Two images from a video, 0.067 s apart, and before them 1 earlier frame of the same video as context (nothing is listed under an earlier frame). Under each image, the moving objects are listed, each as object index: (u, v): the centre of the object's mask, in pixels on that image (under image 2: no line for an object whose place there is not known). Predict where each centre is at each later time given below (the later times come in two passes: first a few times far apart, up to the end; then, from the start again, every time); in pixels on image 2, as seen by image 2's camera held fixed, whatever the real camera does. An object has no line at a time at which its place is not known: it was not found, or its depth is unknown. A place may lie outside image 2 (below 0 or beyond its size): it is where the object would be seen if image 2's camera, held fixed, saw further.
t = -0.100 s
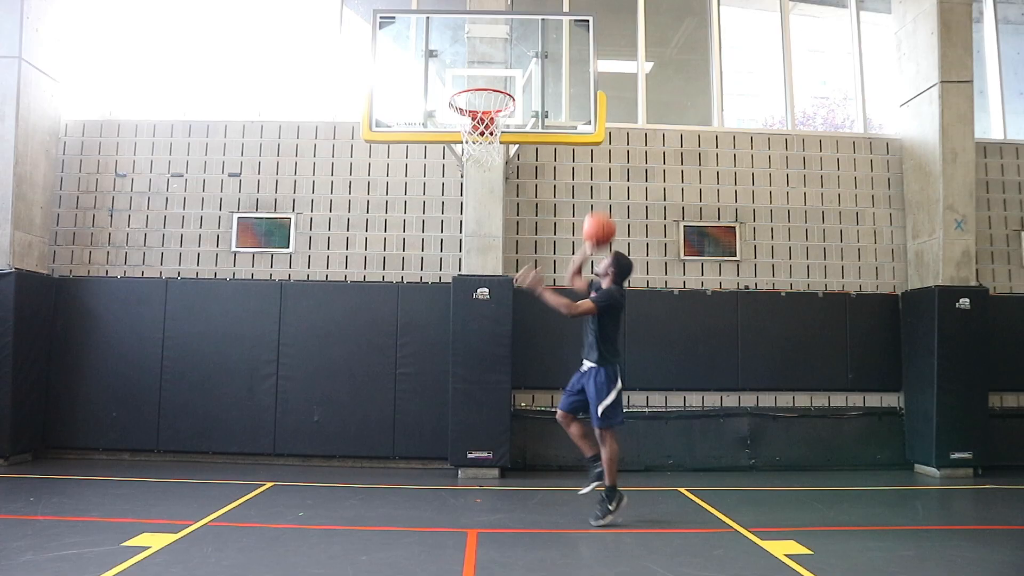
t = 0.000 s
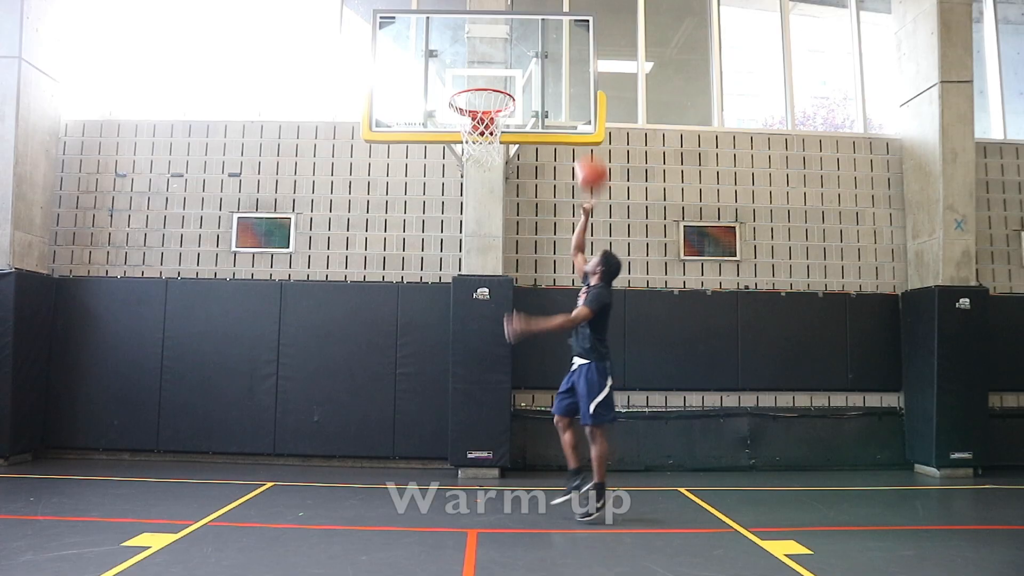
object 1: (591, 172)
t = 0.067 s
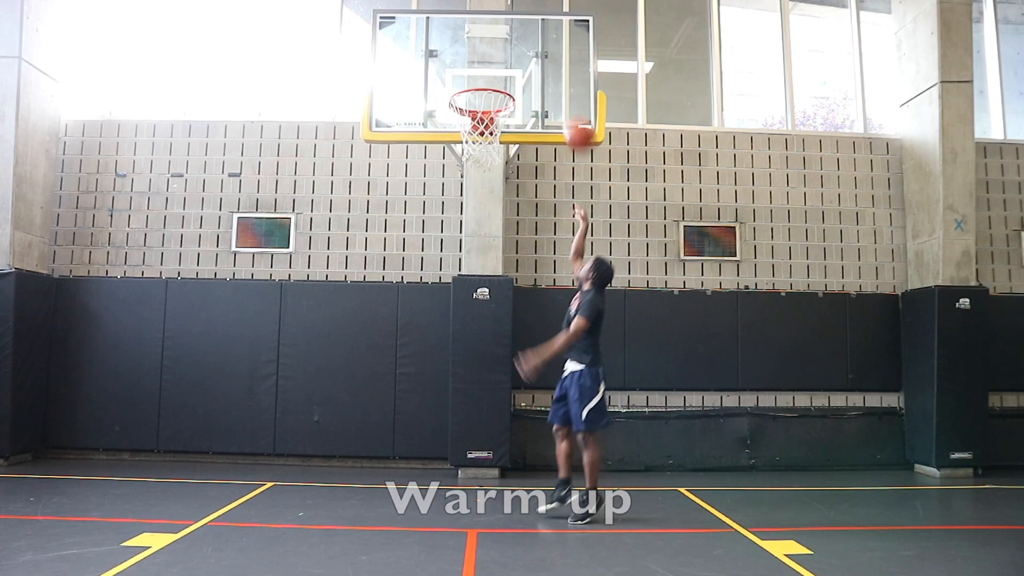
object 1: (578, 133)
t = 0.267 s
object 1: (545, 55)
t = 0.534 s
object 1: (514, 31)
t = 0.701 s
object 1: (497, 56)
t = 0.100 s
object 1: (573, 116)
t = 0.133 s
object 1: (567, 101)
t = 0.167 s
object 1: (561, 88)
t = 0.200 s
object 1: (555, 75)
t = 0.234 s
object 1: (551, 64)
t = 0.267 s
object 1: (545, 55)
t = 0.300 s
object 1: (540, 48)
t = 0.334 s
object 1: (535, 42)
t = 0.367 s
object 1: (529, 36)
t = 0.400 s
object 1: (525, 33)
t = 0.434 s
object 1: (522, 30)
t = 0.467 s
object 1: (520, 29)
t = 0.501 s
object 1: (517, 29)
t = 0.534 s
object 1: (514, 31)
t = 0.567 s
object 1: (511, 33)
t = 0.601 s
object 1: (507, 37)
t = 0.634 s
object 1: (504, 42)
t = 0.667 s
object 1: (501, 49)
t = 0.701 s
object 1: (497, 56)
